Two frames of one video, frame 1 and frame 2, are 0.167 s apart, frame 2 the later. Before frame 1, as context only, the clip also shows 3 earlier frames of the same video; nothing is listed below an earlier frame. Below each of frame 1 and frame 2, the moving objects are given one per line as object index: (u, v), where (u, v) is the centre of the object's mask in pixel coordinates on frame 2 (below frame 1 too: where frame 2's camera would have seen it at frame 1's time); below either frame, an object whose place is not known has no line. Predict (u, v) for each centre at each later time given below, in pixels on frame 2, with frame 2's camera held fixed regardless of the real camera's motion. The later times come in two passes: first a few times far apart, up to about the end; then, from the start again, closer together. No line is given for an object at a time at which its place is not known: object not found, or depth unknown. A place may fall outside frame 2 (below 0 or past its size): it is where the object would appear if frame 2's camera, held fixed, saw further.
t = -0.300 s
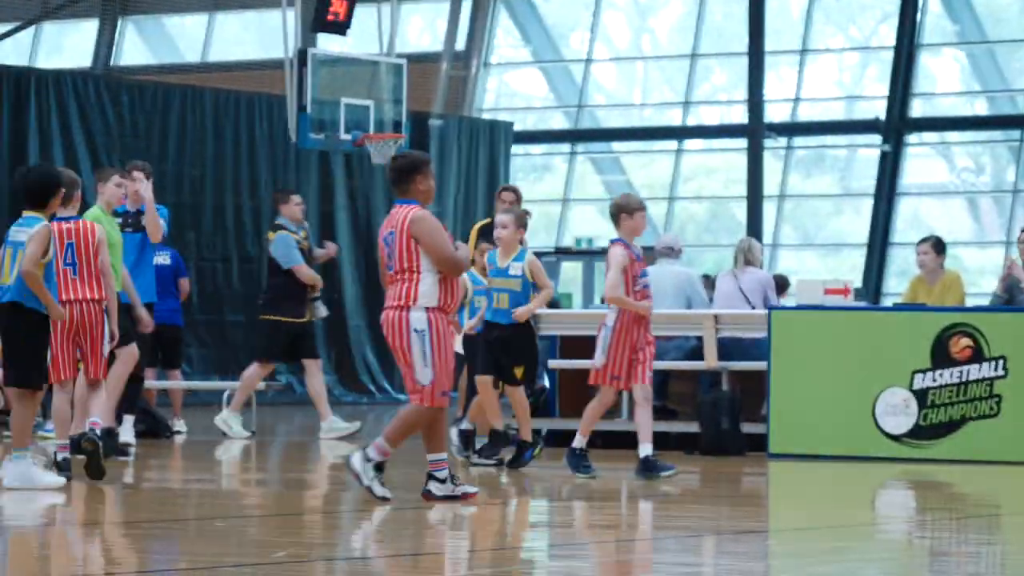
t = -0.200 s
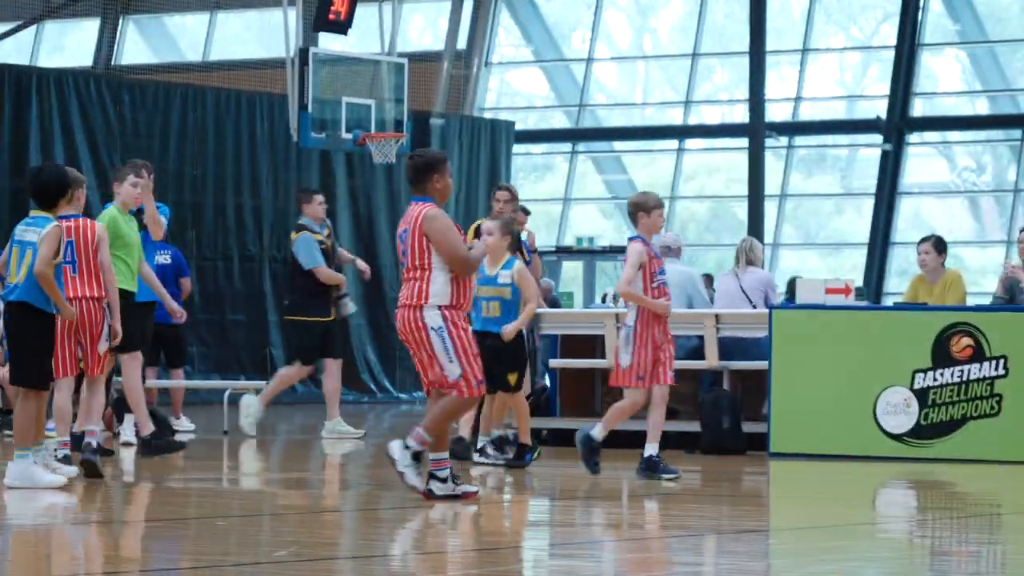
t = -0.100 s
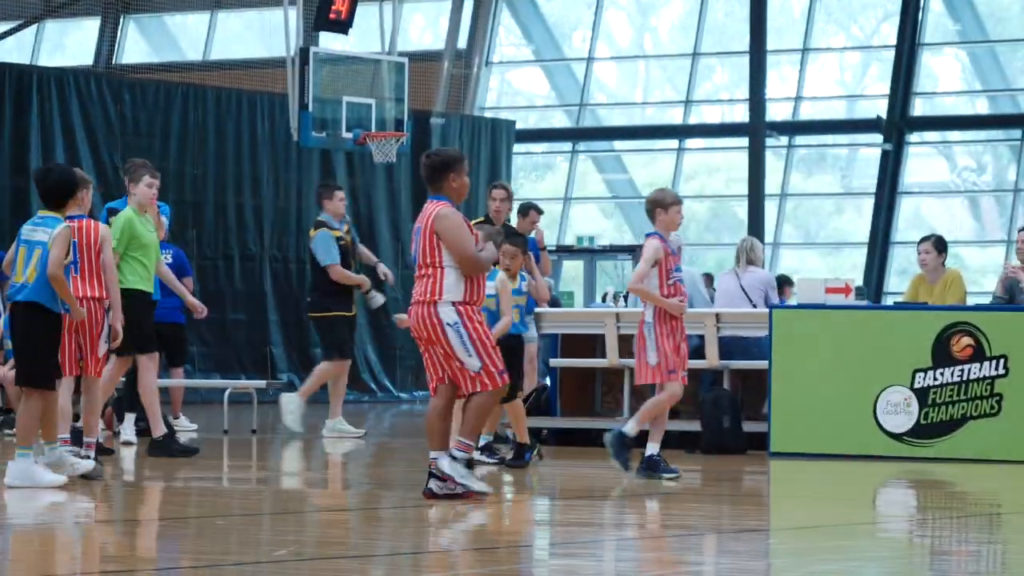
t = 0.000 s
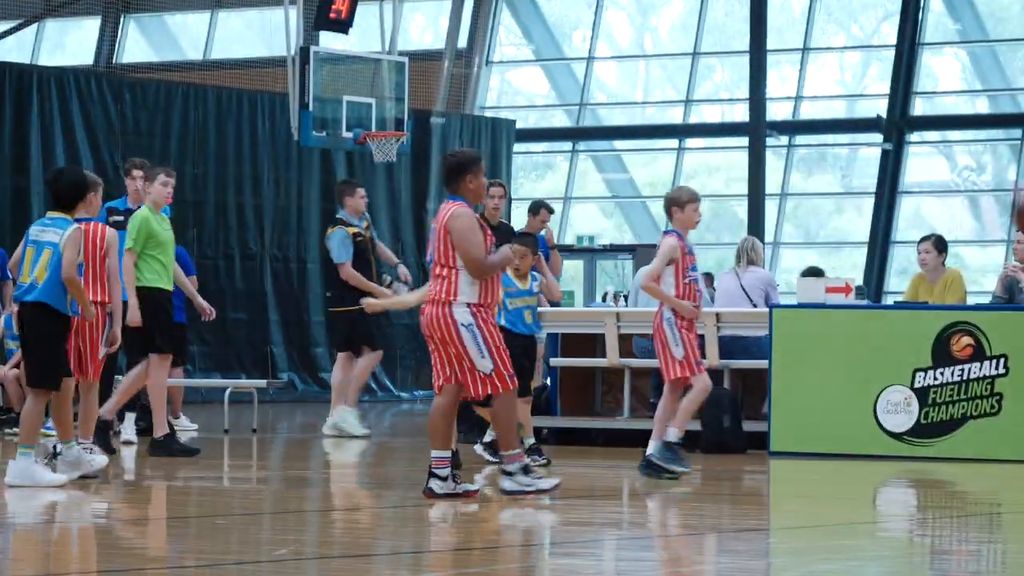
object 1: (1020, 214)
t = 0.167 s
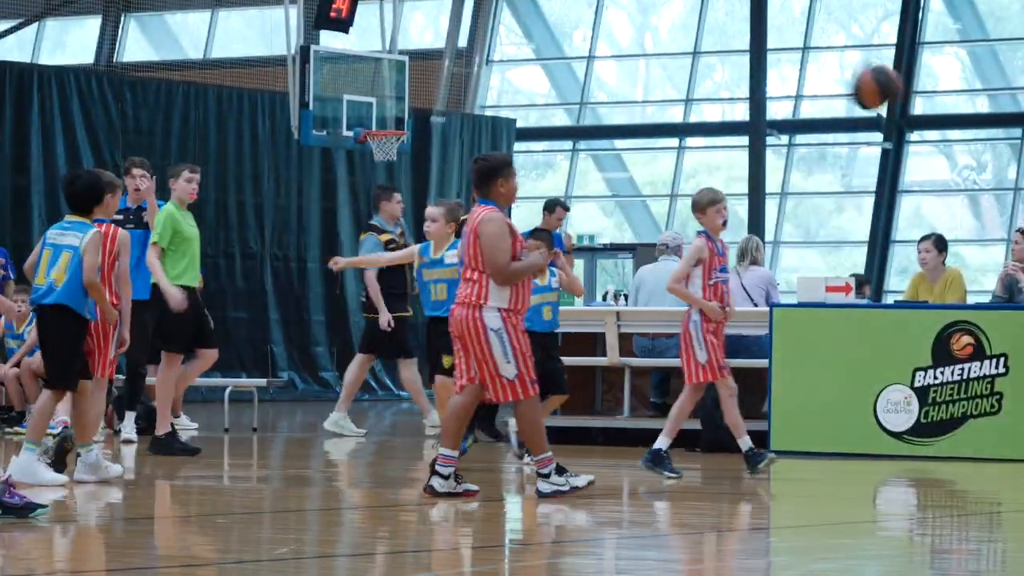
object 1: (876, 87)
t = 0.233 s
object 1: (816, 60)
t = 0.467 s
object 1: (643, 50)
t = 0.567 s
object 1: (577, 80)
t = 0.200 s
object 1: (846, 73)
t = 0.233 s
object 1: (816, 60)
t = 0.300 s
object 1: (763, 44)
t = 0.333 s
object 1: (740, 41)
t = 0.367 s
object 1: (712, 41)
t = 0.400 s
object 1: (689, 41)
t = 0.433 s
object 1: (666, 45)
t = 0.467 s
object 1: (643, 50)
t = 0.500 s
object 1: (621, 58)
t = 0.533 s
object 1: (598, 68)
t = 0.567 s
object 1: (577, 80)
